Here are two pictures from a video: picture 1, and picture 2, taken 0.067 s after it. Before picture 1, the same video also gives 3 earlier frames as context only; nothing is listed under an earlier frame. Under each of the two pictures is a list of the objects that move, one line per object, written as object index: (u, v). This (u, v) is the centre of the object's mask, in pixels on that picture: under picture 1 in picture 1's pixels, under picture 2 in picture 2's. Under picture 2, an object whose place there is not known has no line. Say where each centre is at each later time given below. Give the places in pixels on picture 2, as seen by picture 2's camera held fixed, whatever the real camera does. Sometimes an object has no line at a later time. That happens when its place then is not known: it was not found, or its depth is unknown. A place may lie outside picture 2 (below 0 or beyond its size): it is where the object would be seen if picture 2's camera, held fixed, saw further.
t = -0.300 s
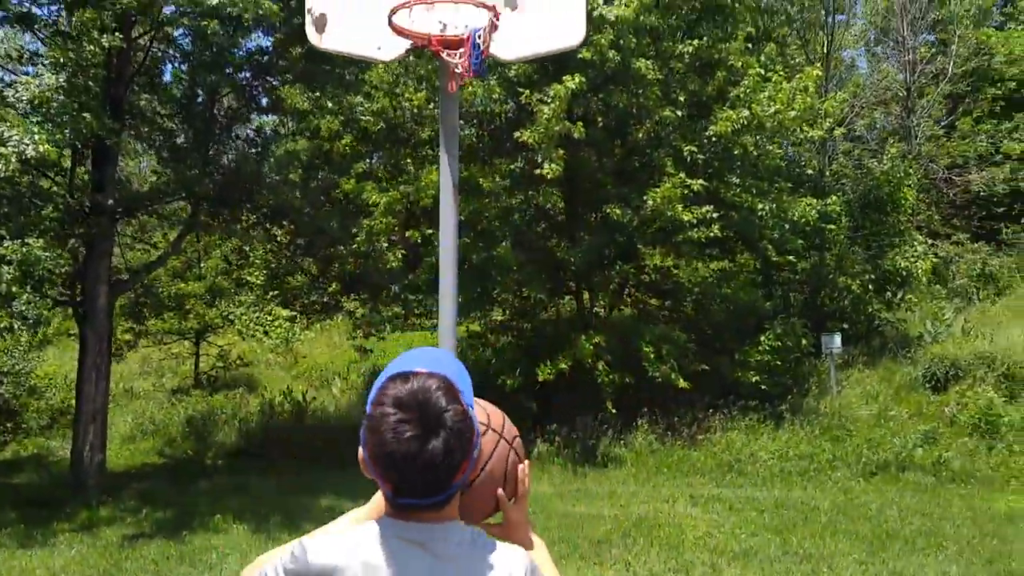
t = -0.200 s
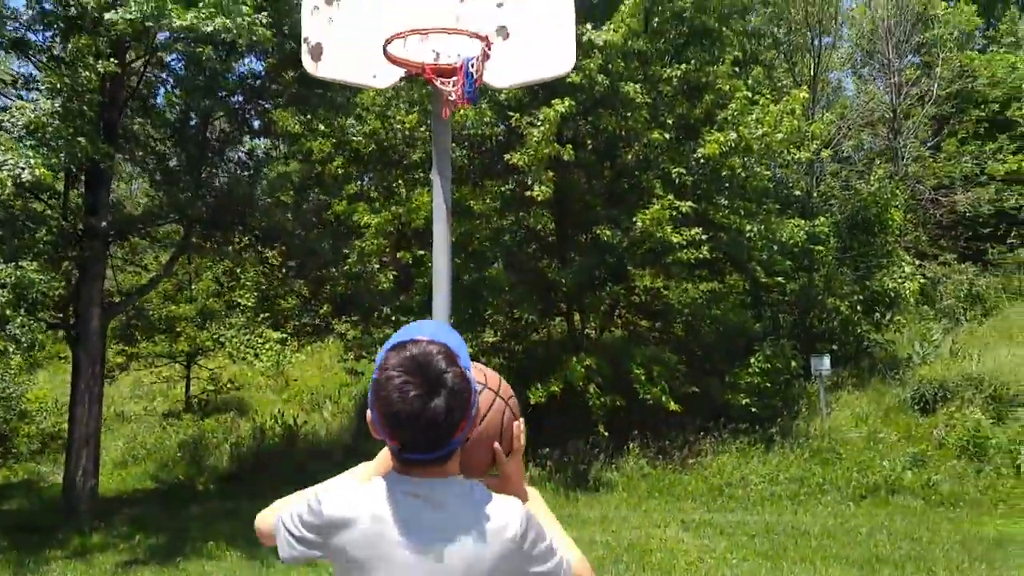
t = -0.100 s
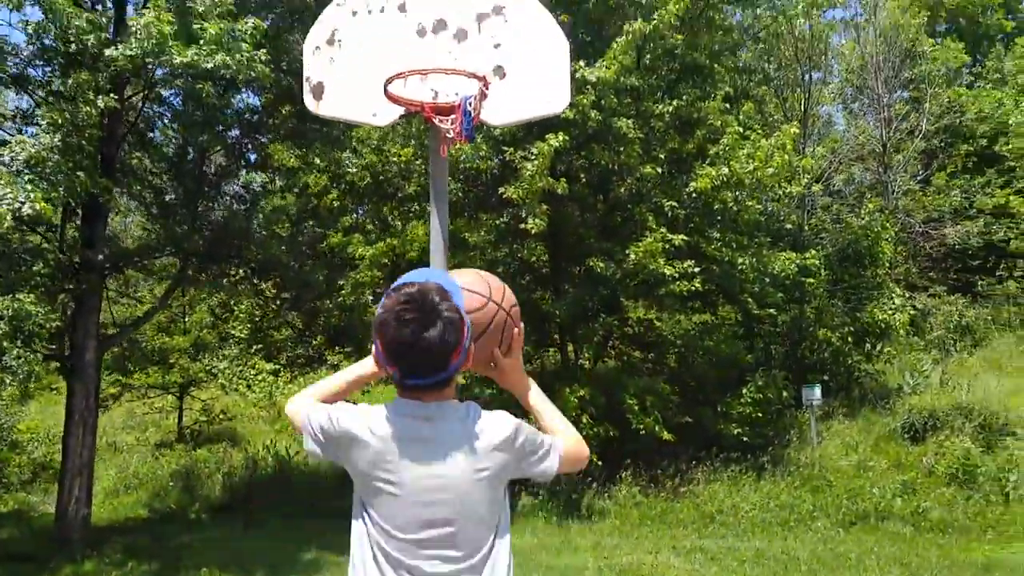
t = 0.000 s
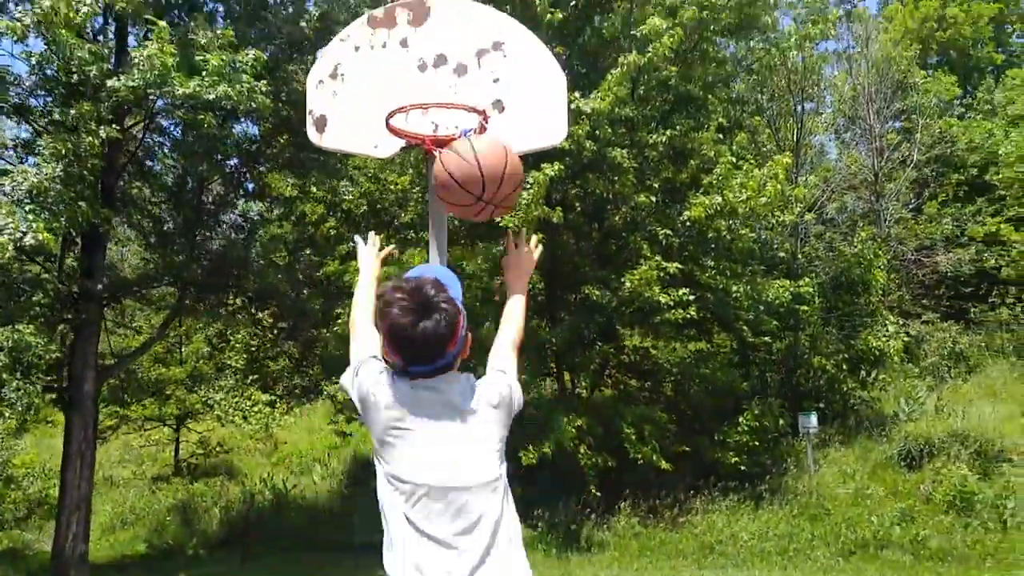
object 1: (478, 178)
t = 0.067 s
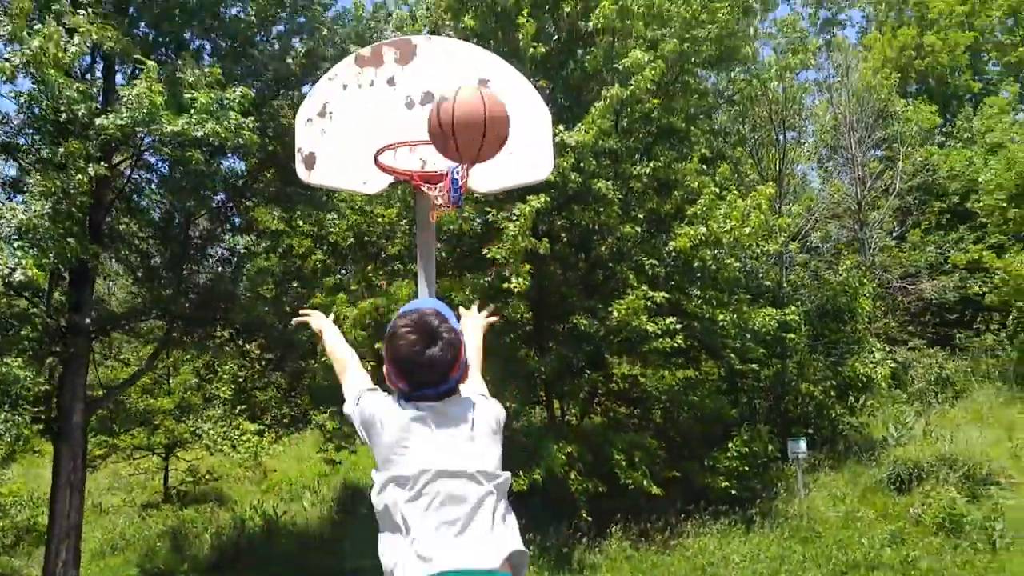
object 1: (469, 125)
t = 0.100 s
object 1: (470, 87)
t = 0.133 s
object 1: (472, 61)
